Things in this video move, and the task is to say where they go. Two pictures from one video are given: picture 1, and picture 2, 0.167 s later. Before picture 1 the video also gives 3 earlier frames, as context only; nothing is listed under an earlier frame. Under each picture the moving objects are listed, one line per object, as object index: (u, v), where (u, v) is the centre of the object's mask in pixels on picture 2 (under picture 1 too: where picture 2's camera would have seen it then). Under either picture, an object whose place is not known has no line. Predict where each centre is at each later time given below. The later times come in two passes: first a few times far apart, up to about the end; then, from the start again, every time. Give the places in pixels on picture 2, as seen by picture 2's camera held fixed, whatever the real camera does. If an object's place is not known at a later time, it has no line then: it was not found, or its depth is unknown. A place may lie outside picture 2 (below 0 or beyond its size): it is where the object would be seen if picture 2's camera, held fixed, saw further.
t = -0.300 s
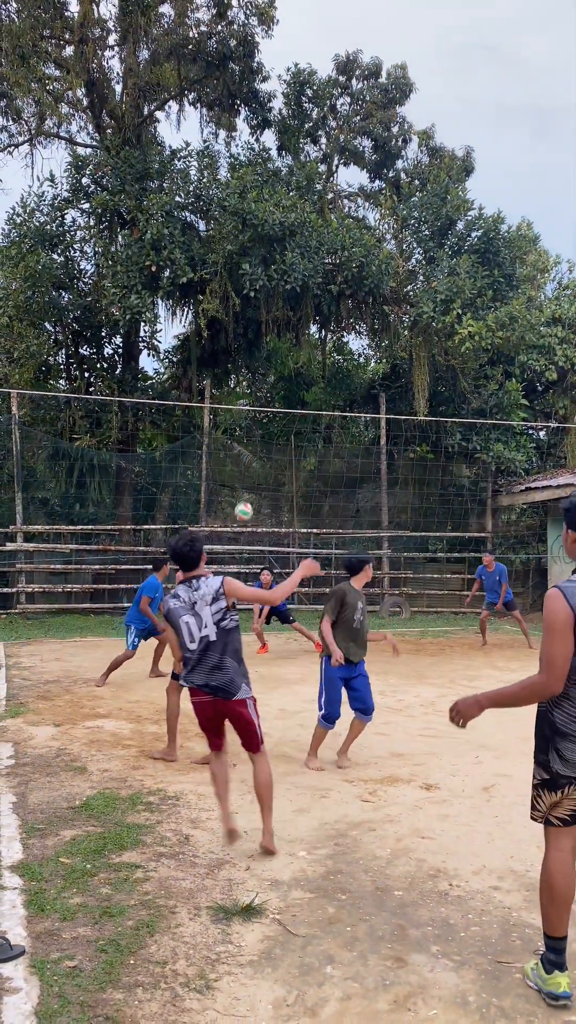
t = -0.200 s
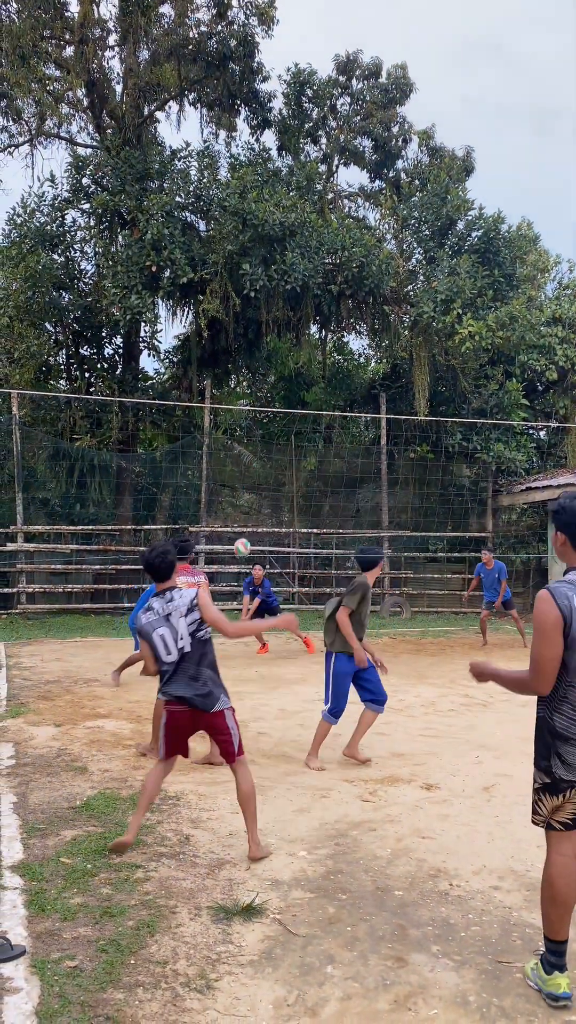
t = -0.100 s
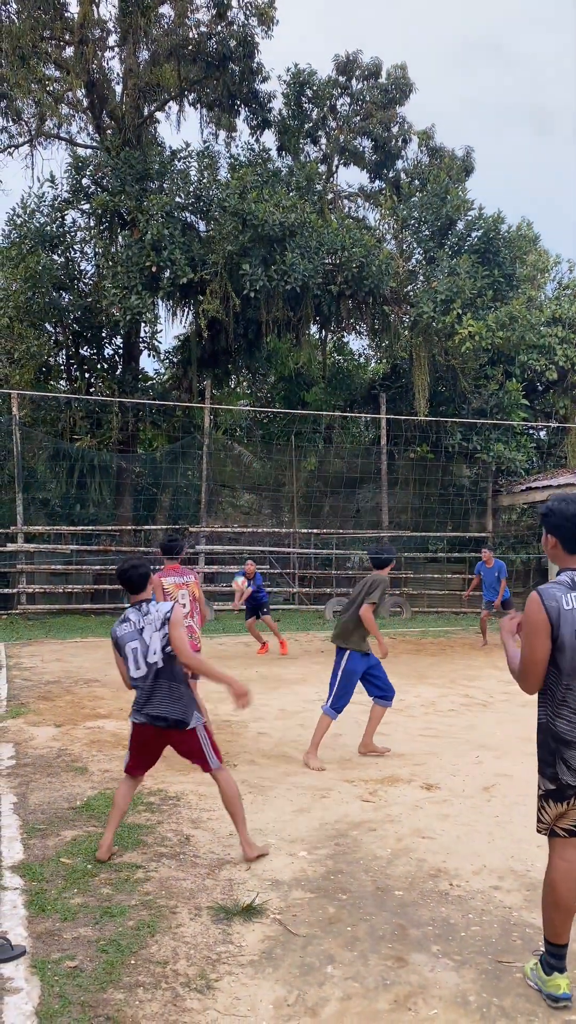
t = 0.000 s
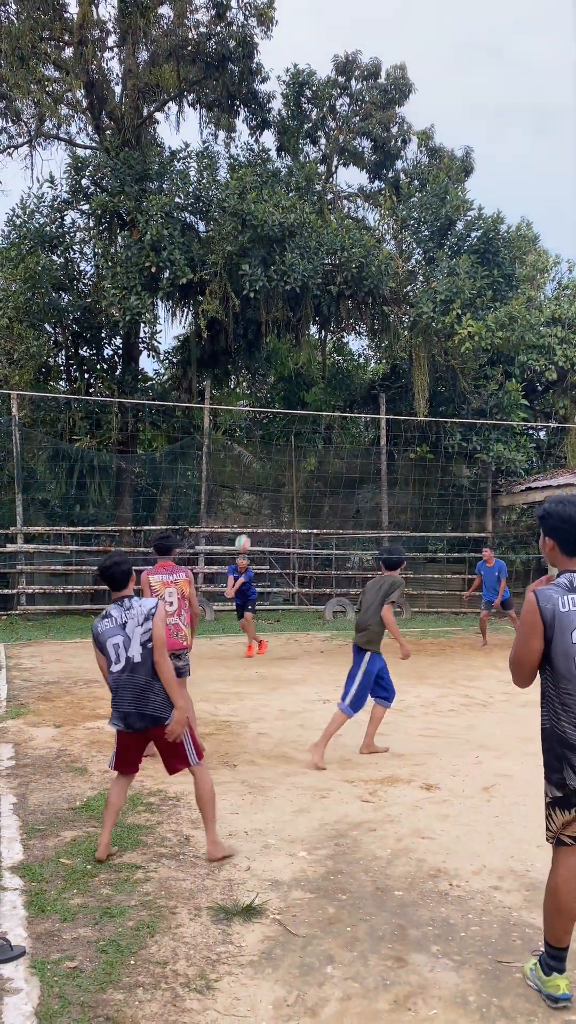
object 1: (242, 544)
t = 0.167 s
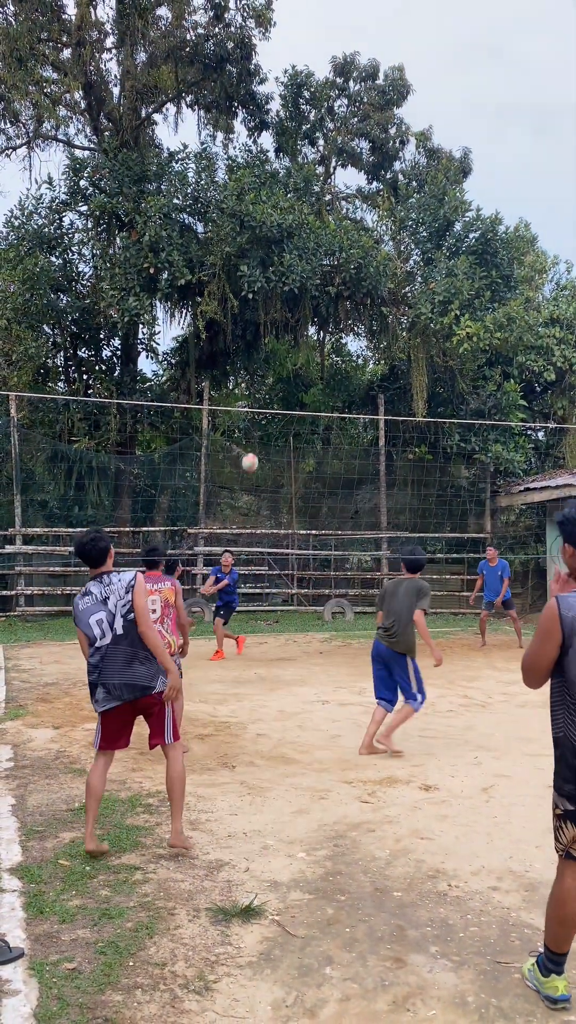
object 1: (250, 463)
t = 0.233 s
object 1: (253, 434)
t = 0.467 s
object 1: (266, 356)
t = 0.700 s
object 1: (281, 315)
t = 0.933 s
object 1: (297, 320)
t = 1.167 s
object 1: (317, 376)
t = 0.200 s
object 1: (252, 447)
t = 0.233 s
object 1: (253, 434)
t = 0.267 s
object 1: (255, 421)
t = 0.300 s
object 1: (257, 408)
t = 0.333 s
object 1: (258, 397)
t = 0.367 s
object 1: (260, 386)
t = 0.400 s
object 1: (262, 375)
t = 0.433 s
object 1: (264, 365)
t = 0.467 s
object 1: (266, 356)
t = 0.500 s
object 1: (268, 348)
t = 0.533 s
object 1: (269, 341)
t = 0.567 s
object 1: (272, 334)
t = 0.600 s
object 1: (274, 328)
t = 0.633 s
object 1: (276, 323)
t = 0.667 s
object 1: (278, 319)
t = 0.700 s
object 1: (281, 315)
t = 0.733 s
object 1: (282, 314)
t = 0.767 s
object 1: (285, 312)
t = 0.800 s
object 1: (287, 311)
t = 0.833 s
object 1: (290, 312)
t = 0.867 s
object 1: (292, 314)
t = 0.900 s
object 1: (295, 316)
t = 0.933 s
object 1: (297, 320)
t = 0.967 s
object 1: (300, 324)
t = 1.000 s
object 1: (302, 330)
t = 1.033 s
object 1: (305, 337)
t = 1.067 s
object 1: (308, 345)
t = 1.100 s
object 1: (311, 354)
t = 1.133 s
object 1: (314, 365)
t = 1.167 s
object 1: (317, 376)
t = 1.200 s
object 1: (319, 390)
